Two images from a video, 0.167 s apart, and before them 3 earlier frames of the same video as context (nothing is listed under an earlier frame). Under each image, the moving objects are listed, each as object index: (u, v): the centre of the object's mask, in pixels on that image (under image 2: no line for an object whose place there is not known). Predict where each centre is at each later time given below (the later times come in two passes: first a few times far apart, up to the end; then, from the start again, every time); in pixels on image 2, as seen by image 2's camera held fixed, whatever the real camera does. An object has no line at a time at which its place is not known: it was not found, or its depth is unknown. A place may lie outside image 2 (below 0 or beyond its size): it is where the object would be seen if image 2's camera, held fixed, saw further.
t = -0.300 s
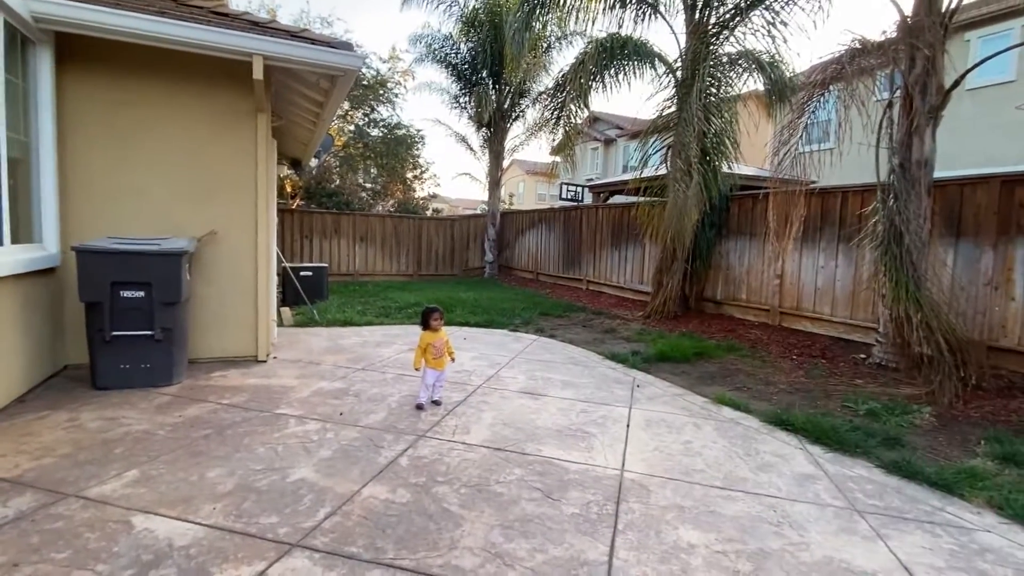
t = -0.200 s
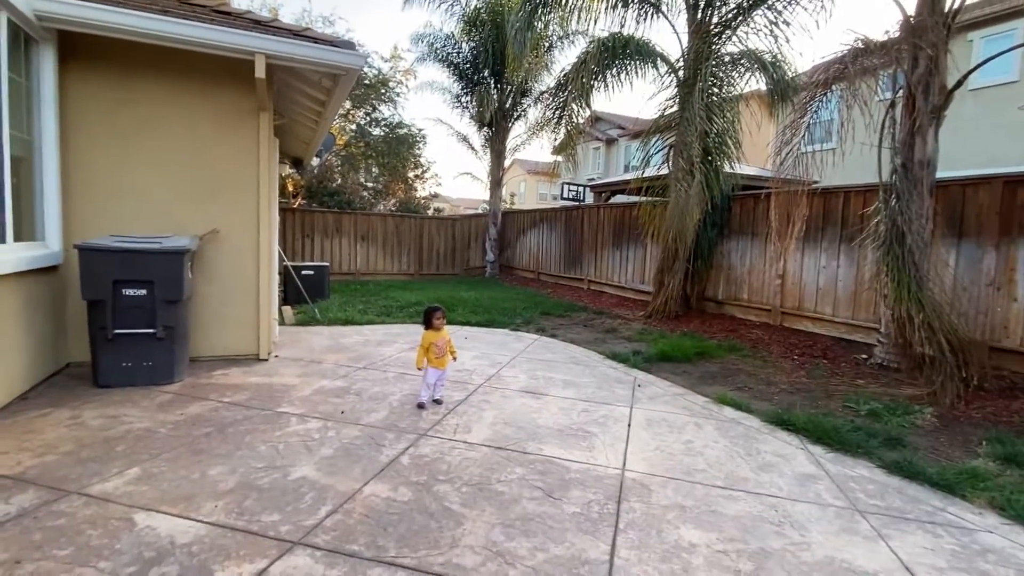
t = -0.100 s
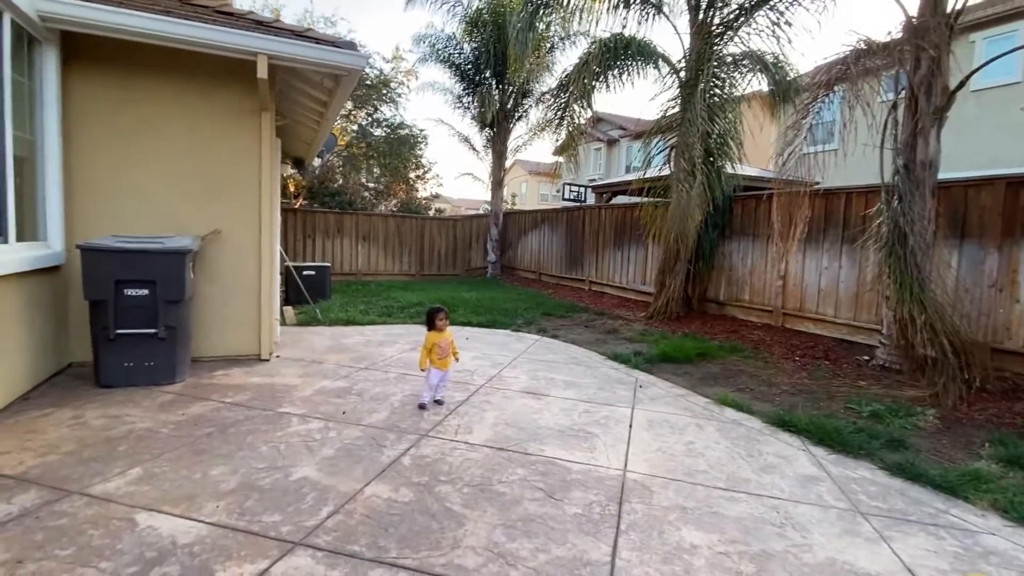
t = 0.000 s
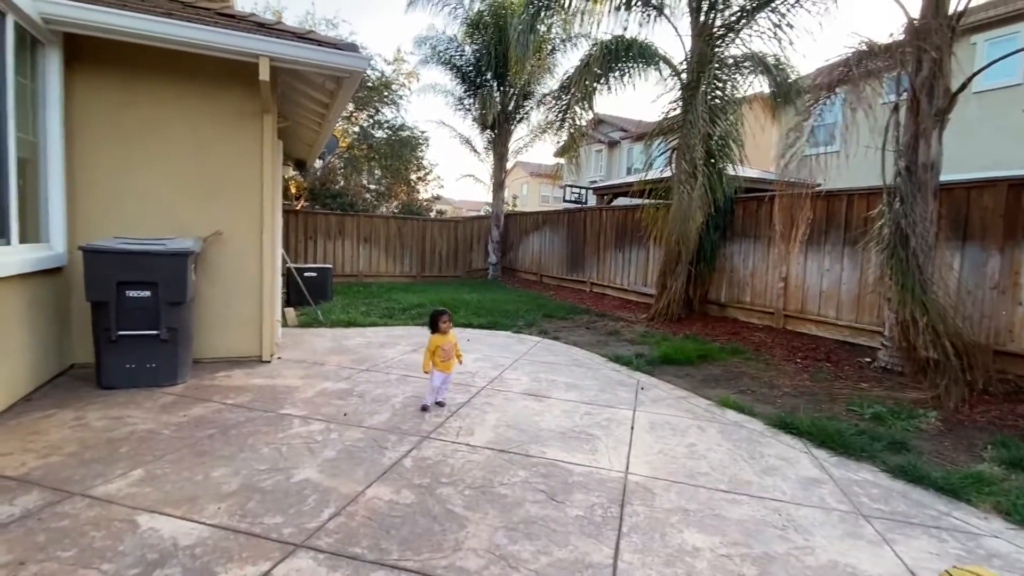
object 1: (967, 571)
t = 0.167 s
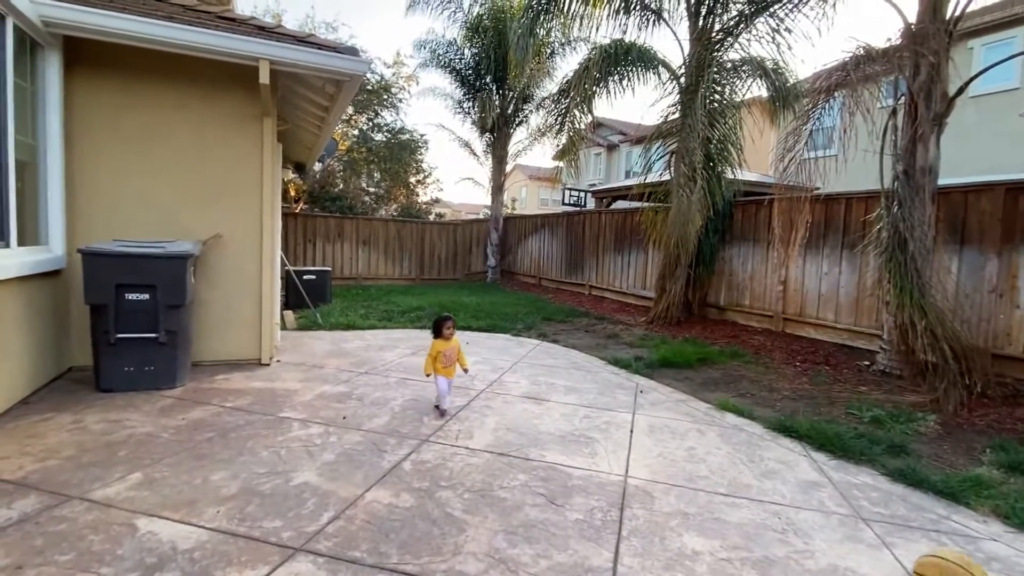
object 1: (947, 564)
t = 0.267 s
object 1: (935, 559)
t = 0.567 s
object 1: (901, 543)
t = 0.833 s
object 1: (874, 520)
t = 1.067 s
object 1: (855, 503)
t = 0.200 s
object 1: (943, 562)
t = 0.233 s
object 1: (939, 561)
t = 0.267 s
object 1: (935, 559)
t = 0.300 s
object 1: (931, 558)
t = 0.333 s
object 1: (926, 556)
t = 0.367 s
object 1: (923, 554)
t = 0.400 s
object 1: (919, 552)
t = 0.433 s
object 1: (916, 551)
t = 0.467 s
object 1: (912, 549)
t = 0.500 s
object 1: (909, 547)
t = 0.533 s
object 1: (905, 546)
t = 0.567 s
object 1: (901, 543)
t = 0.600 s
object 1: (898, 540)
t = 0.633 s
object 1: (894, 537)
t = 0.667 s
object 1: (891, 534)
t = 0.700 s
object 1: (887, 532)
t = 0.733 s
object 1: (884, 529)
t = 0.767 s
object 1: (881, 526)
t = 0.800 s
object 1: (877, 524)
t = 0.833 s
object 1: (874, 520)
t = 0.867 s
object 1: (871, 518)
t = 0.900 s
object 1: (868, 515)
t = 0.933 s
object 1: (866, 513)
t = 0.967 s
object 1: (863, 510)
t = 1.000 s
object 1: (861, 508)
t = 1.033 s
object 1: (858, 506)
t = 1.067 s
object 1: (855, 503)
